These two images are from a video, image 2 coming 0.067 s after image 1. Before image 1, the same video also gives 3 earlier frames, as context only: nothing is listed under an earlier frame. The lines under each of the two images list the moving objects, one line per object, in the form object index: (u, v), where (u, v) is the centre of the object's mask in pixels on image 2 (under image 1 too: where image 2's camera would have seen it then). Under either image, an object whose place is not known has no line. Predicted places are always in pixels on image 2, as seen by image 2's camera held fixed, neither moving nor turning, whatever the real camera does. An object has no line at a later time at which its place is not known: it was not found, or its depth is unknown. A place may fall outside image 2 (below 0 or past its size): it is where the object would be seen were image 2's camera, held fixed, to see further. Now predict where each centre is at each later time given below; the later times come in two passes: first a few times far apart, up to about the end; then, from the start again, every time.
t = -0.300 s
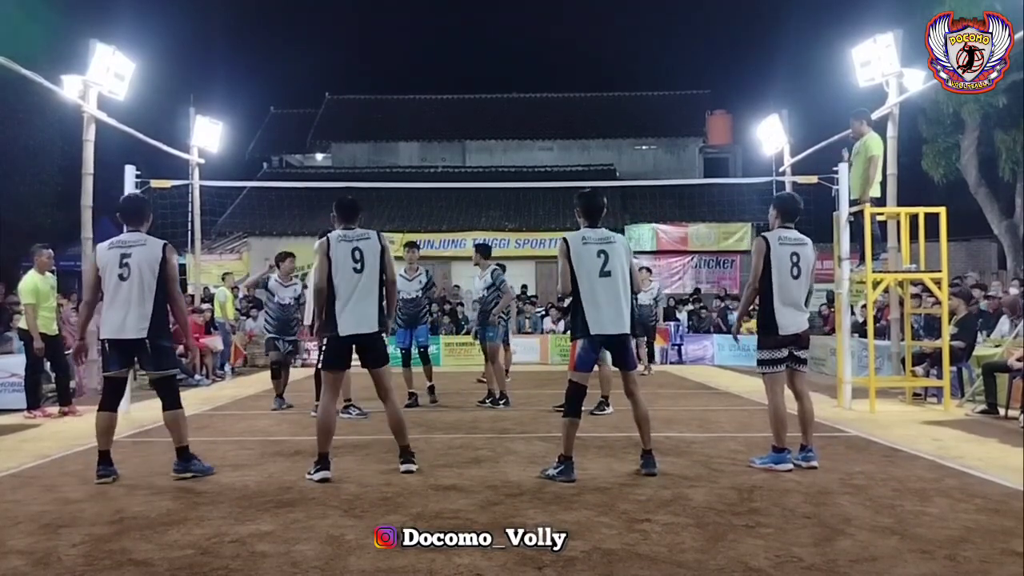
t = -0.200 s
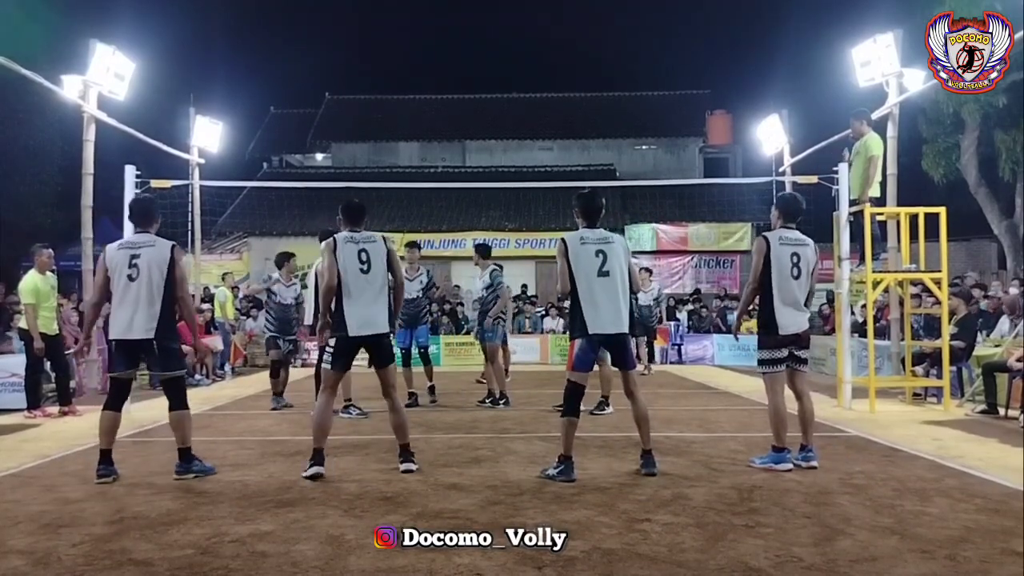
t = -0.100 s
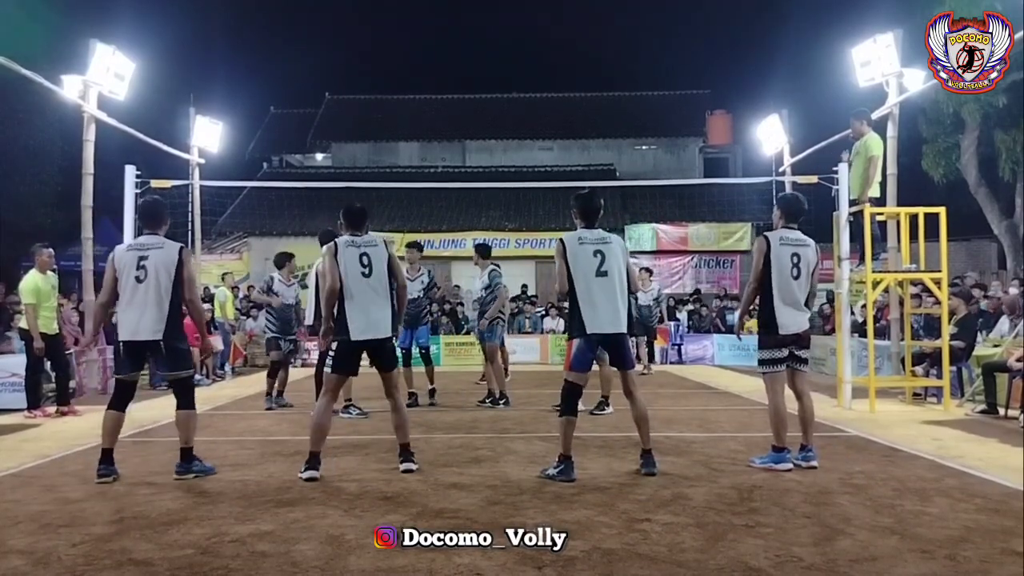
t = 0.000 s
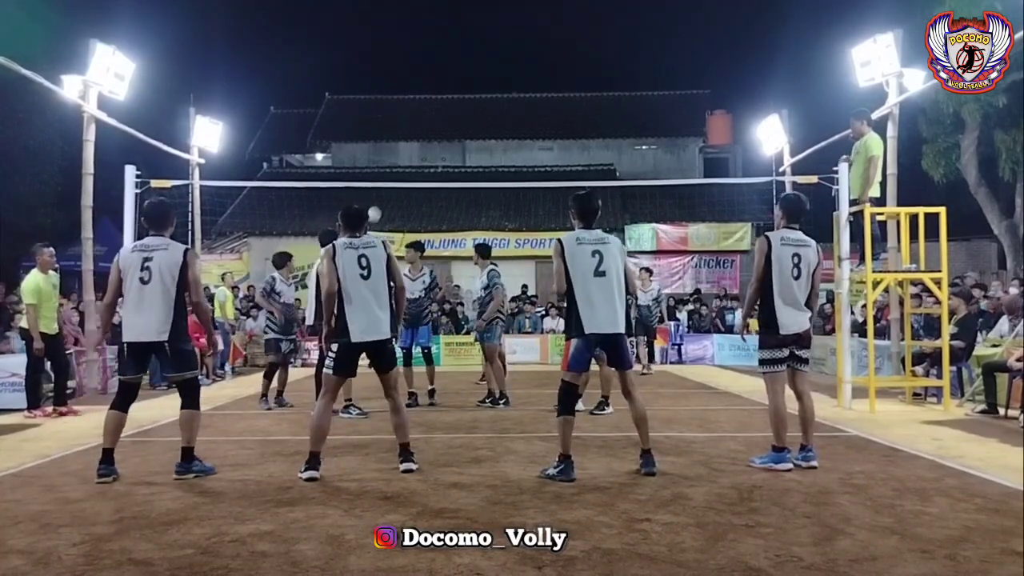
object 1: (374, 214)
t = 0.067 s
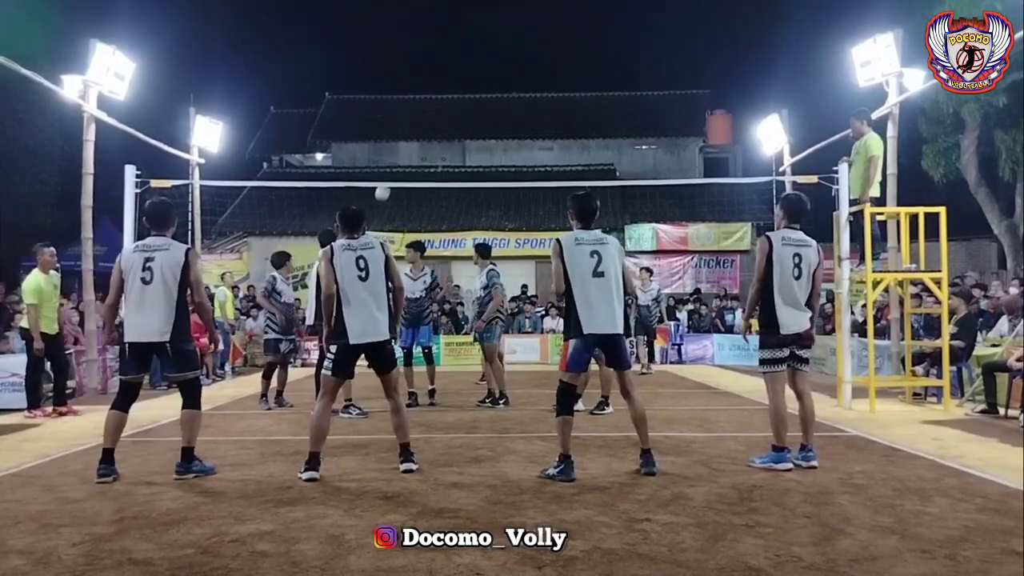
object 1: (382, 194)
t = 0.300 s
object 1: (413, 125)
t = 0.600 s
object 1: (467, 89)
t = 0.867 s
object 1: (524, 120)
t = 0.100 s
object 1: (387, 181)
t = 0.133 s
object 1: (392, 172)
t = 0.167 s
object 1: (396, 162)
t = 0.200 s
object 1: (400, 151)
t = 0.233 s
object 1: (404, 142)
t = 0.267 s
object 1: (409, 133)
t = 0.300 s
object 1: (413, 125)
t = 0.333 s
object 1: (418, 117)
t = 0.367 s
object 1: (423, 111)
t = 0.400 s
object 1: (429, 105)
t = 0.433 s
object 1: (435, 100)
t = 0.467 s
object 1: (441, 96)
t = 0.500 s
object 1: (448, 93)
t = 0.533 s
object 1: (454, 91)
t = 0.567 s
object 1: (460, 90)
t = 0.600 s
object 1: (467, 89)
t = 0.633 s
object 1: (473, 90)
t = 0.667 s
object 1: (480, 91)
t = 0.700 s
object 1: (486, 94)
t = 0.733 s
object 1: (493, 97)
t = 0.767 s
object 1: (500, 101)
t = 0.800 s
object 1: (508, 106)
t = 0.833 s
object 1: (516, 113)
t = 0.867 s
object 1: (524, 120)
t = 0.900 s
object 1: (533, 129)
